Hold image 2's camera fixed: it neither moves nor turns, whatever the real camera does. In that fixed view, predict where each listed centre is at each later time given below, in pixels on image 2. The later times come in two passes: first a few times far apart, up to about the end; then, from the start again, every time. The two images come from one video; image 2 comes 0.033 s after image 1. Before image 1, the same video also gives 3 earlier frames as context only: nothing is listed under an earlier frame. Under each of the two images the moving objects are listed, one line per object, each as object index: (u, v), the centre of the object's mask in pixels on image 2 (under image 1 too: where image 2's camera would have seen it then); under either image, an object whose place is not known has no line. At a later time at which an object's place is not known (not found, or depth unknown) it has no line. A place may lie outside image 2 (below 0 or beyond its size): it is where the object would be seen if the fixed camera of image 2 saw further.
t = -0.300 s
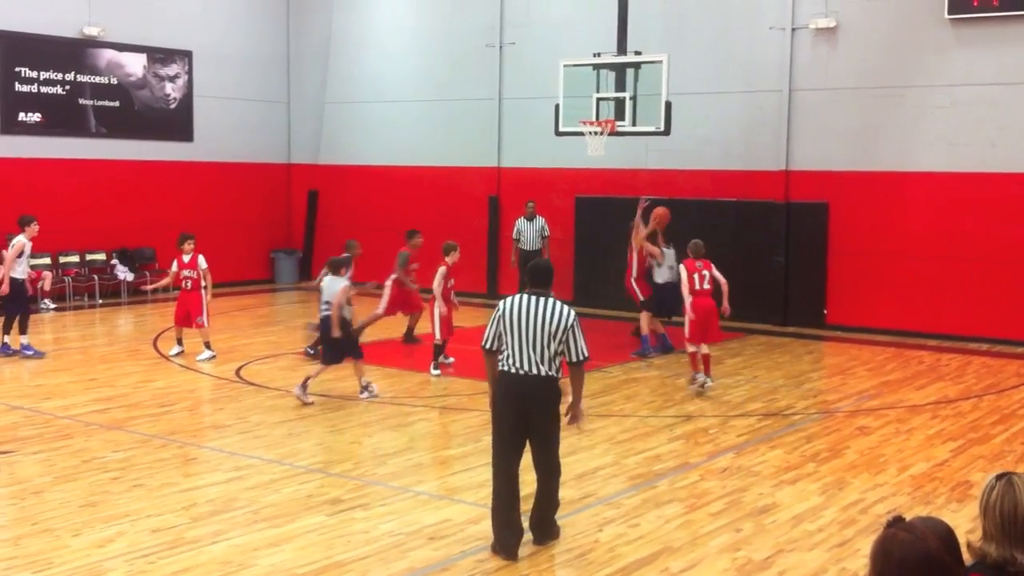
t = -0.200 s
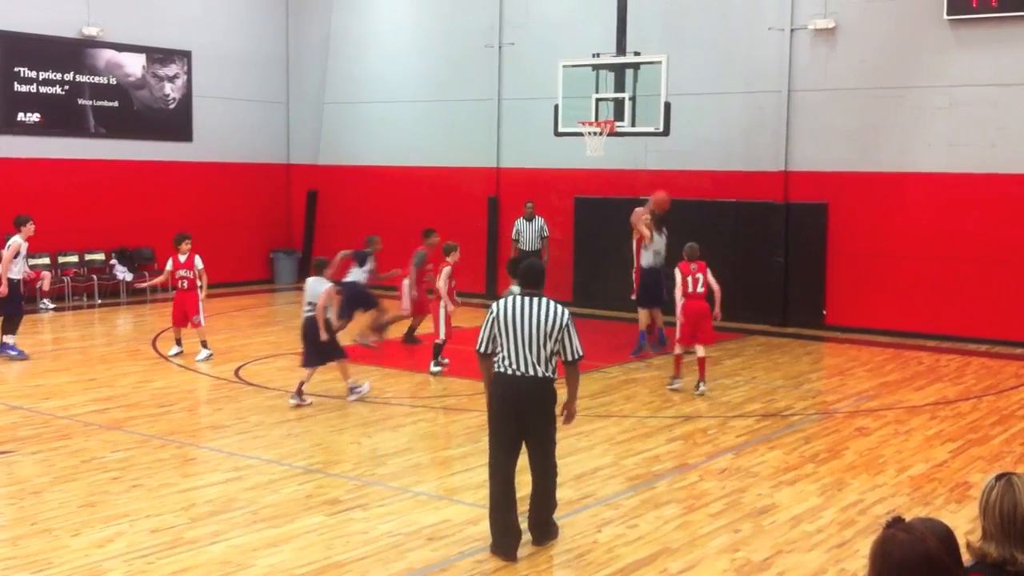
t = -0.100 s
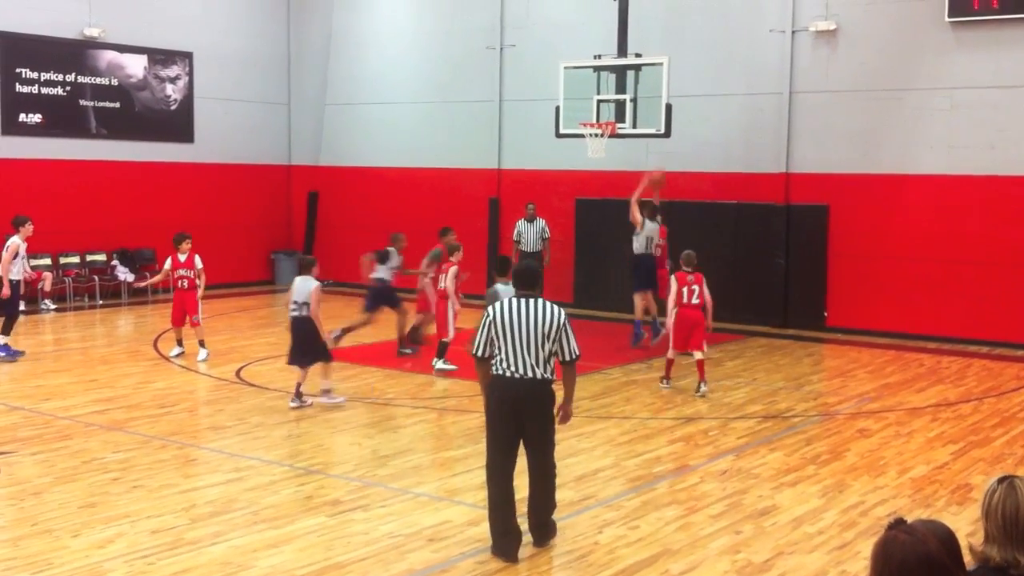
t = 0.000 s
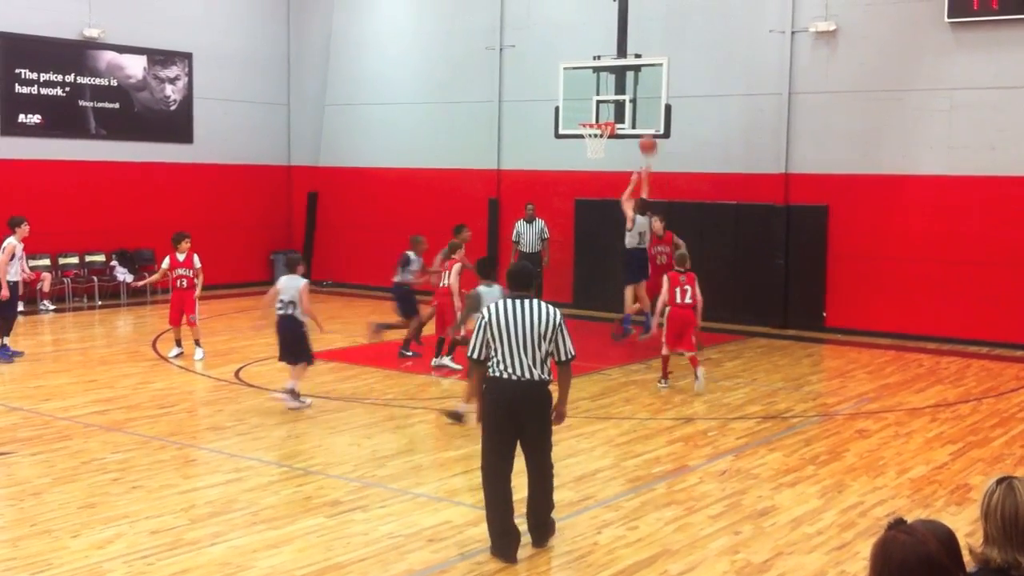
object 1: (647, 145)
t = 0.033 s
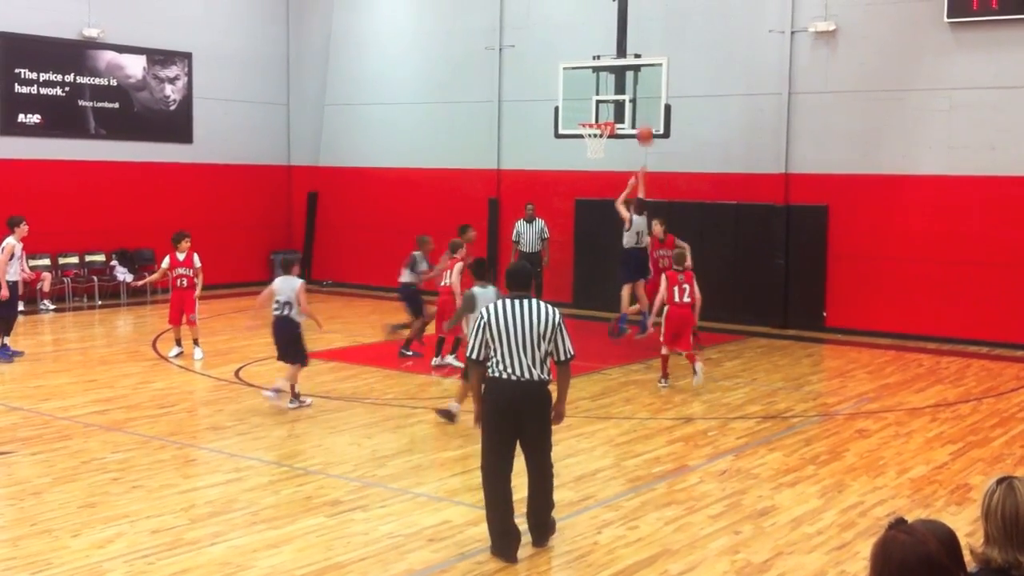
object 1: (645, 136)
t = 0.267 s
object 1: (623, 92)
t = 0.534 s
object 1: (601, 93)
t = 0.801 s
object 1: (562, 127)
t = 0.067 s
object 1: (642, 125)
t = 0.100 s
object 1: (639, 119)
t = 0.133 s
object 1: (636, 111)
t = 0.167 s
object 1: (632, 105)
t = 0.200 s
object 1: (630, 100)
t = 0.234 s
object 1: (627, 96)
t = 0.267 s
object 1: (623, 92)
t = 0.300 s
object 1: (620, 89)
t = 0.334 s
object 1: (617, 88)
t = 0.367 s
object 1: (614, 86)
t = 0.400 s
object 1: (612, 86)
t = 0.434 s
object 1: (609, 87)
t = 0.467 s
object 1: (605, 88)
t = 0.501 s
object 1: (603, 90)
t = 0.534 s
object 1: (601, 93)
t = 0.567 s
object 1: (598, 96)
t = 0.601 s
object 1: (593, 100)
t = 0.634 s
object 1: (590, 103)
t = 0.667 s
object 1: (583, 106)
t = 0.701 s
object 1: (578, 110)
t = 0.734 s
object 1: (573, 115)
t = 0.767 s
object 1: (567, 120)
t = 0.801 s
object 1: (562, 127)
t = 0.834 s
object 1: (555, 135)
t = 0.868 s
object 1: (550, 143)
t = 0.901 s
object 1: (545, 151)
